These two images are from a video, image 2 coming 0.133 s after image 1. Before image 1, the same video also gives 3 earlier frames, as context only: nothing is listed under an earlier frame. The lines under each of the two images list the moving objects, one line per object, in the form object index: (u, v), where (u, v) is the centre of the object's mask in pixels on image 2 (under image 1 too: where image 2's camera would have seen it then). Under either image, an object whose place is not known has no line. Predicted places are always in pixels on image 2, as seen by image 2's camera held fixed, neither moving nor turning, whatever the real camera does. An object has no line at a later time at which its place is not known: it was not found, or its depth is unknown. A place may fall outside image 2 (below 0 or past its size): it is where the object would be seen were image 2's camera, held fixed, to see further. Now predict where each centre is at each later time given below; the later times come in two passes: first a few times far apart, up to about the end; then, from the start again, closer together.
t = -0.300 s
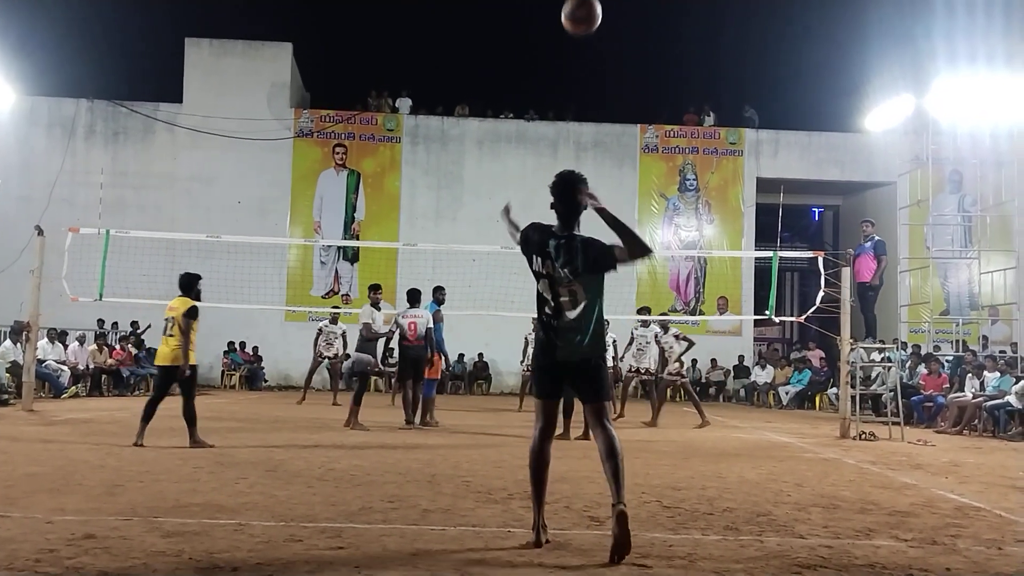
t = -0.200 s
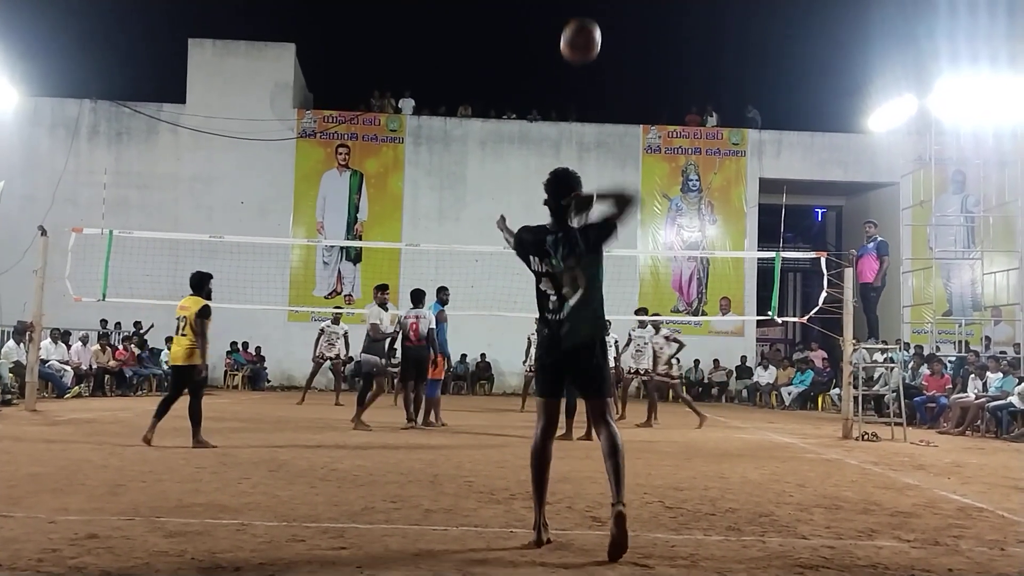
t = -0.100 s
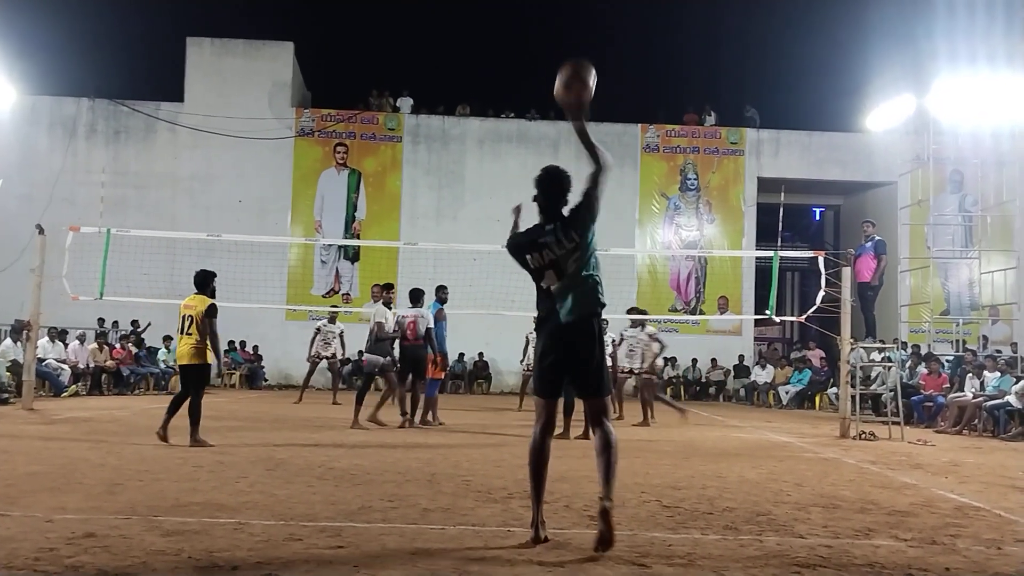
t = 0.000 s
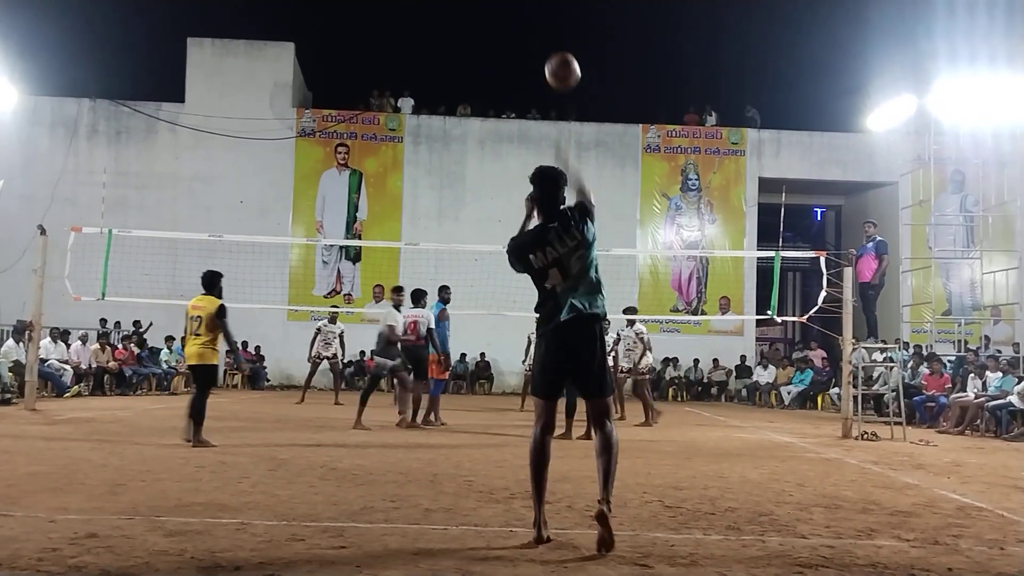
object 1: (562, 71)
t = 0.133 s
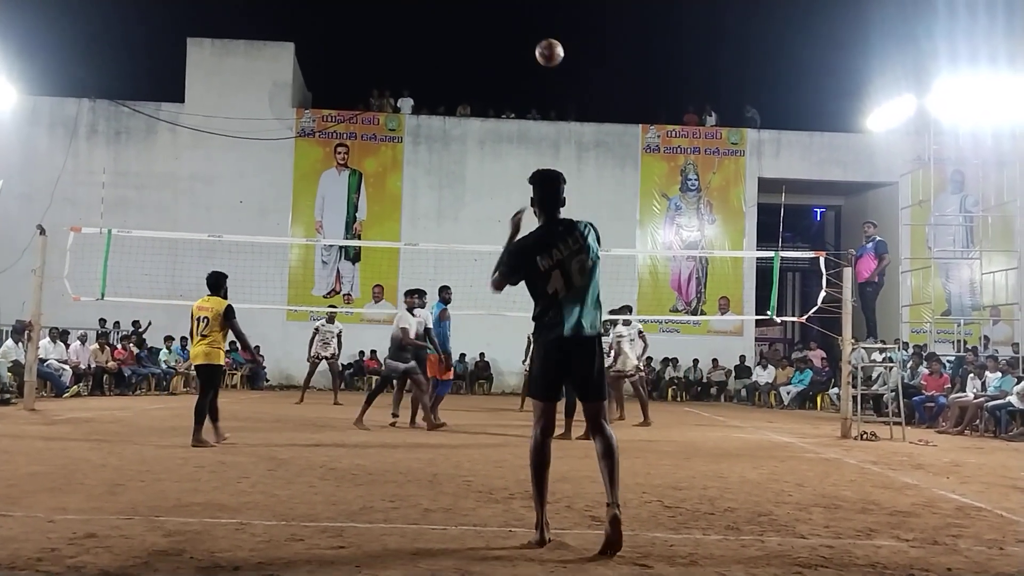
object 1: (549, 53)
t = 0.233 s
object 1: (545, 53)
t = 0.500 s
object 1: (544, 88)
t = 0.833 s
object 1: (548, 163)
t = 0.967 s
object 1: (546, 199)
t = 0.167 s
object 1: (547, 52)
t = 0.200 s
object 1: (546, 52)
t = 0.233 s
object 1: (545, 53)
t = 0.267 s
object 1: (544, 55)
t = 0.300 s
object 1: (542, 57)
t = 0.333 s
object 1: (542, 61)
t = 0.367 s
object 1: (542, 65)
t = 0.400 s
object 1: (543, 71)
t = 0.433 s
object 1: (543, 76)
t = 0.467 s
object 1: (544, 82)
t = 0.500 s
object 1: (544, 88)
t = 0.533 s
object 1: (544, 94)
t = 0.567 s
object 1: (545, 101)
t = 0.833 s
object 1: (548, 163)
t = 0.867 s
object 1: (548, 172)
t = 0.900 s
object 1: (547, 181)
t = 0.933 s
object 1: (547, 190)
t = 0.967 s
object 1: (546, 199)
